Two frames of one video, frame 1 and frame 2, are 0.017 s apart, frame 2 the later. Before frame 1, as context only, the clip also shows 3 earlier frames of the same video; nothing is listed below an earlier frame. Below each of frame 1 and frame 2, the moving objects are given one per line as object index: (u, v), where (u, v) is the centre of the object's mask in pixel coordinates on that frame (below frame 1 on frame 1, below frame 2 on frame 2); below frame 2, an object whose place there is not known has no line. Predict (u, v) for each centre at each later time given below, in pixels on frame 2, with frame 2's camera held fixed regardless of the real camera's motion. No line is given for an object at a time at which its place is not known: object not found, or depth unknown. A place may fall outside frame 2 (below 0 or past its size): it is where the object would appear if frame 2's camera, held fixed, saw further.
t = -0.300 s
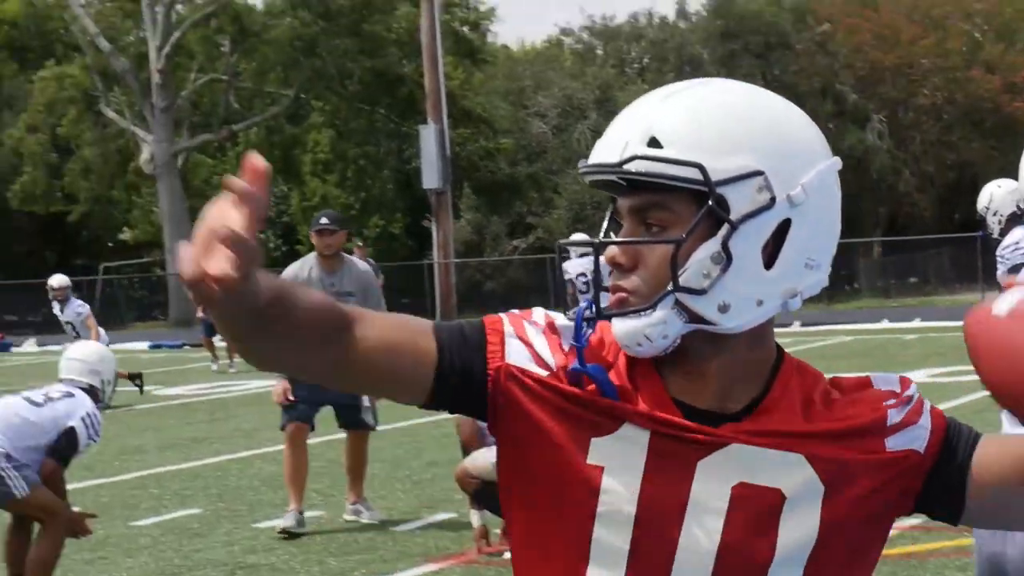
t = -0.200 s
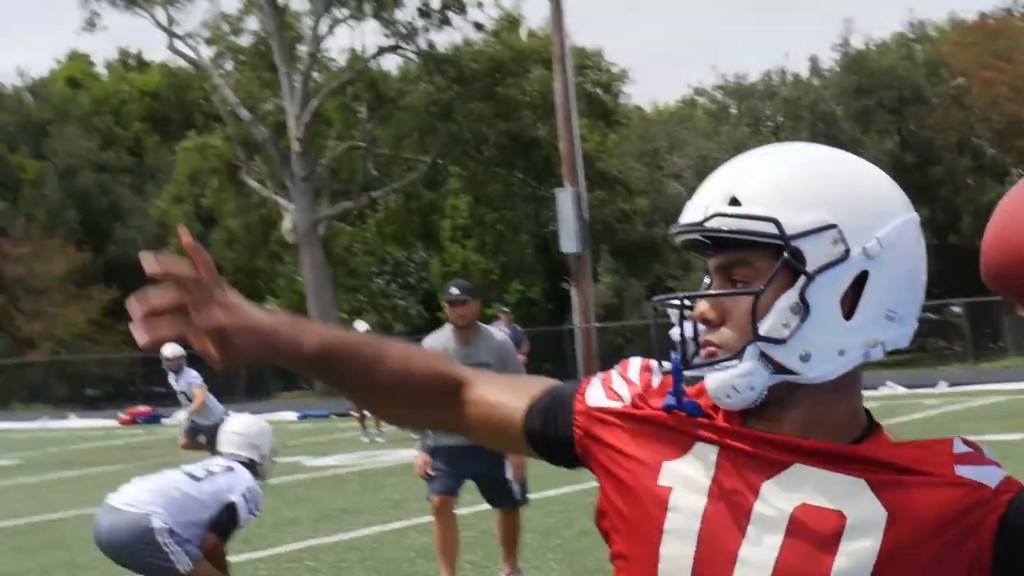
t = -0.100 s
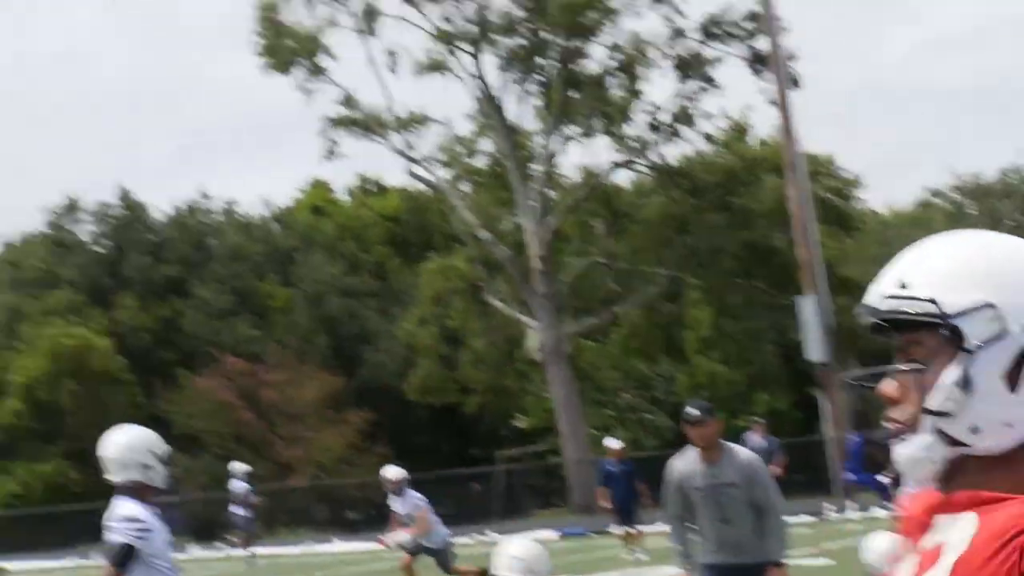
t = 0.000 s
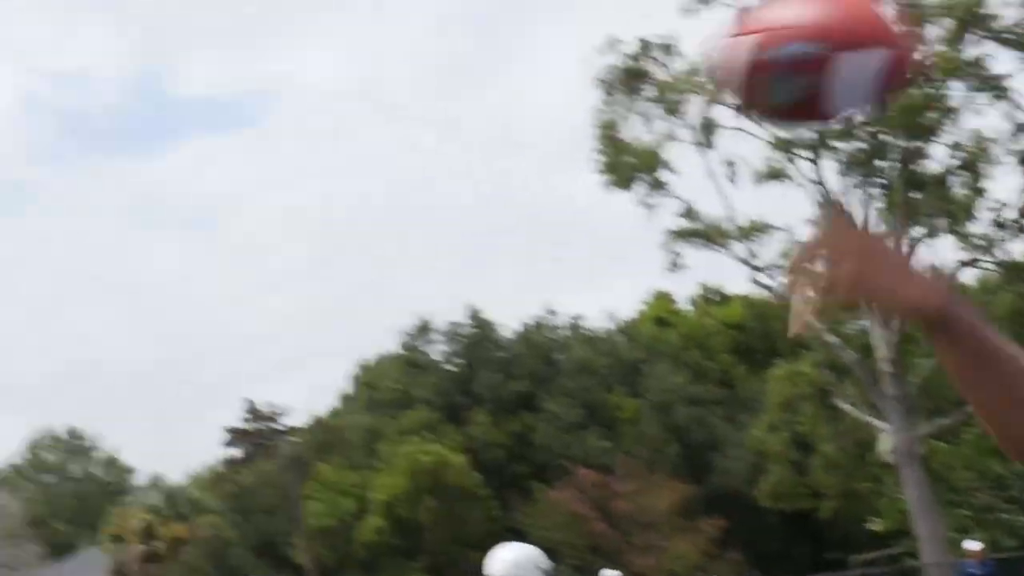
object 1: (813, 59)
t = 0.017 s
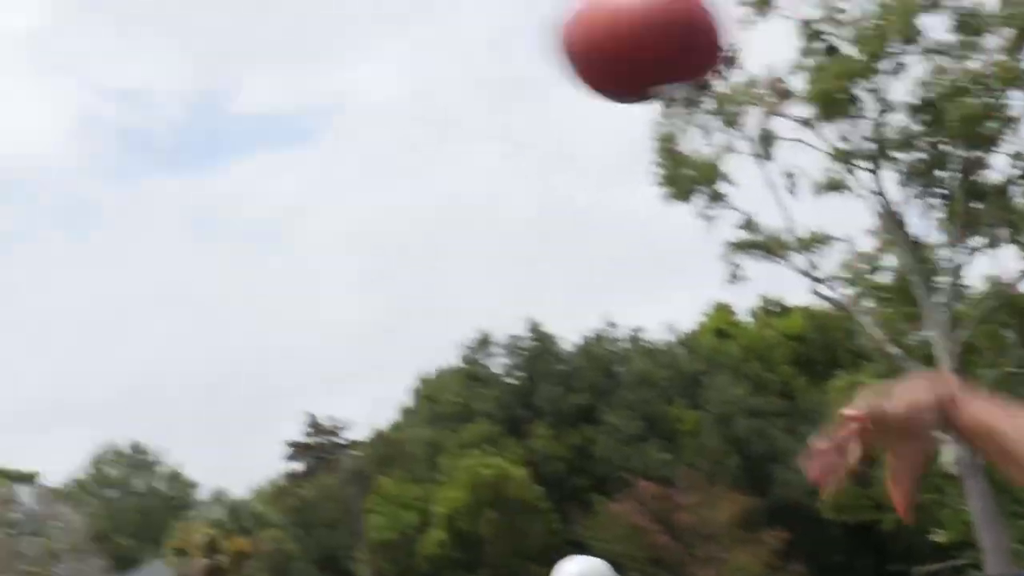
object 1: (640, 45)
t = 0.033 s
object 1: (437, 23)
